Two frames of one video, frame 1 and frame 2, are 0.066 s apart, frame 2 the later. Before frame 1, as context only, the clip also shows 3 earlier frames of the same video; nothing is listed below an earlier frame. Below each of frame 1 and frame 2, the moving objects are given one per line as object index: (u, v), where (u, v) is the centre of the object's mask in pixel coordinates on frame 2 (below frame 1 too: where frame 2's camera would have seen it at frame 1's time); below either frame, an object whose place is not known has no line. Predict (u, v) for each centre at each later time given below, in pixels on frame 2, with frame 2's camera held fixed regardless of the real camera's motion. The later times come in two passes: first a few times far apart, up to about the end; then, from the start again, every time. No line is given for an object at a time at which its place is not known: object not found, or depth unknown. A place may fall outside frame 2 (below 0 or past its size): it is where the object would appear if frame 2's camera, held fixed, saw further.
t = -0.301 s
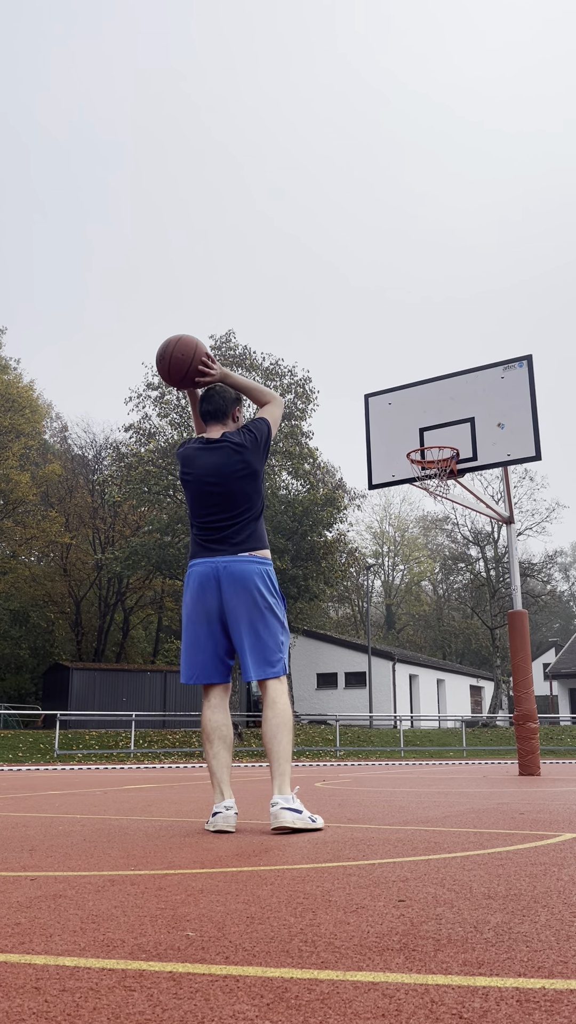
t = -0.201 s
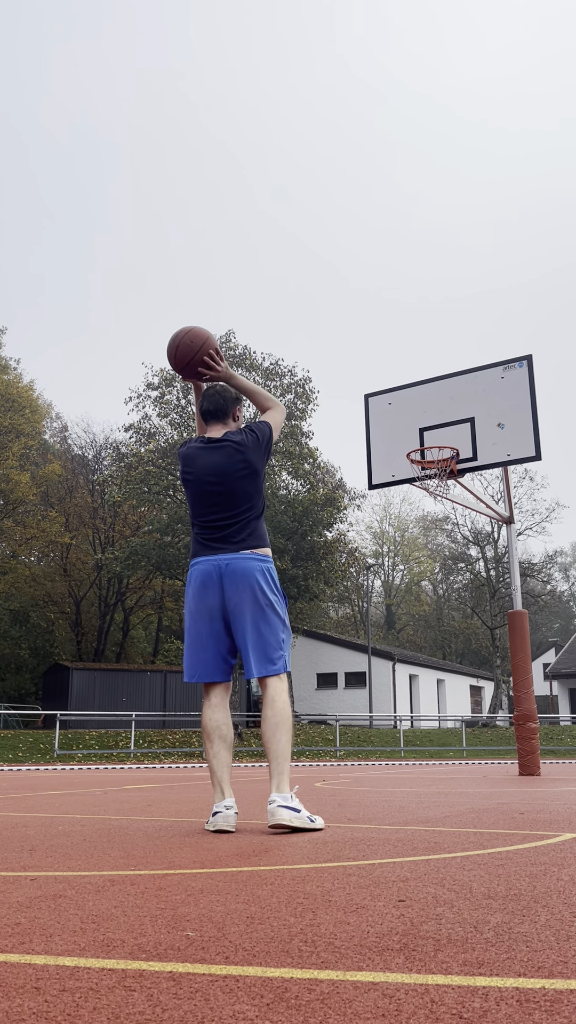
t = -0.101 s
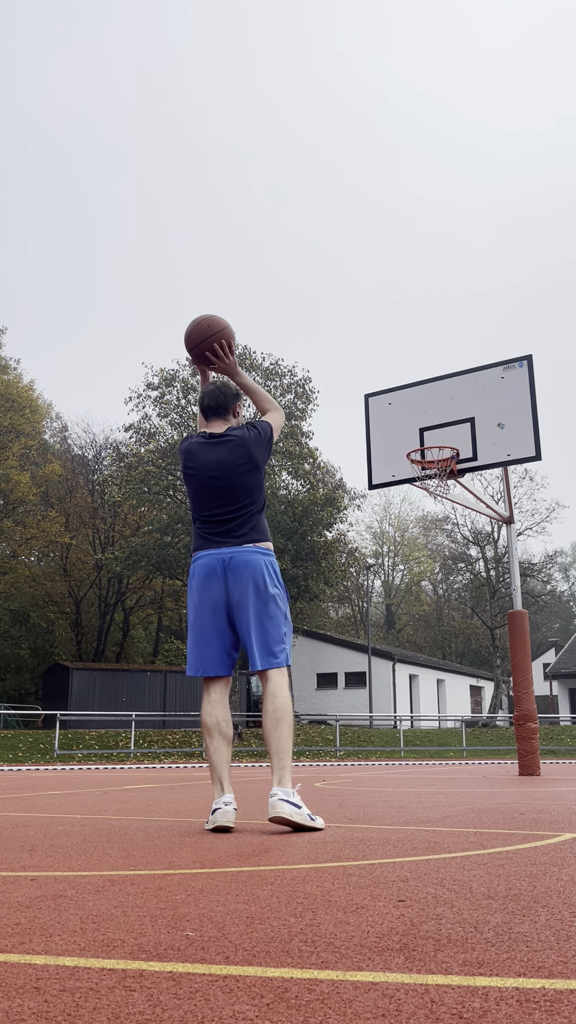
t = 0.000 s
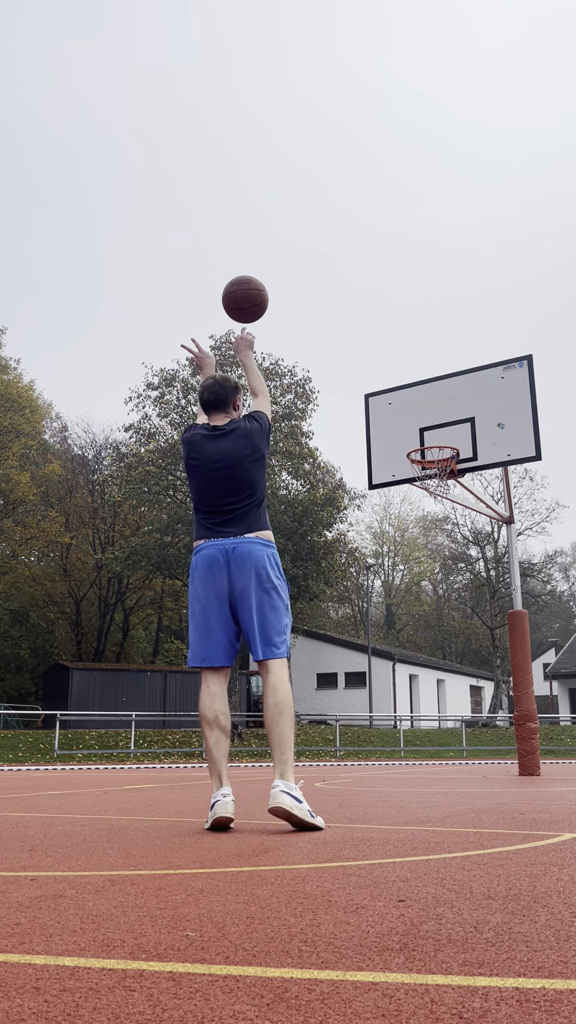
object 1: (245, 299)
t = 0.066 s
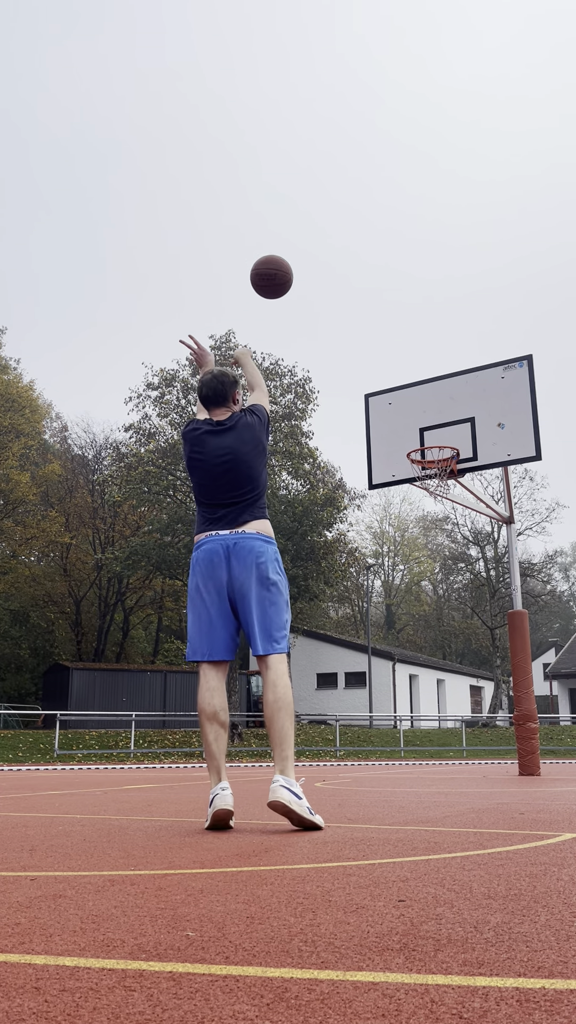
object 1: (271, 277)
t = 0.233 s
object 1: (323, 260)
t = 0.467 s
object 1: (376, 297)
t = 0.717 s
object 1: (417, 386)
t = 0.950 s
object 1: (440, 432)
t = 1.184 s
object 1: (427, 432)
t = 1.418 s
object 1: (422, 436)
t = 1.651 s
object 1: (434, 455)
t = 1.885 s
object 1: (440, 483)
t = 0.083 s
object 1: (277, 273)
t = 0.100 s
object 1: (283, 270)
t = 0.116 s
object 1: (289, 267)
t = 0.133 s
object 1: (294, 264)
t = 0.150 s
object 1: (300, 263)
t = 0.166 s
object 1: (305, 261)
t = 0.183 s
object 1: (310, 260)
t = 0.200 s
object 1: (314, 260)
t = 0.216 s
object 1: (319, 260)
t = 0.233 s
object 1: (323, 260)
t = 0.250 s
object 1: (328, 261)
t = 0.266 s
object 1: (332, 262)
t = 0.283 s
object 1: (336, 263)
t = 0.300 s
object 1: (340, 265)
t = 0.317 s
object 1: (344, 267)
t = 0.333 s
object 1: (348, 269)
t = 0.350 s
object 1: (352, 271)
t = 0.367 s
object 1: (356, 274)
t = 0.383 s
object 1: (359, 277)
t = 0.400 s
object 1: (363, 281)
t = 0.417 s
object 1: (366, 285)
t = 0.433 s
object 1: (369, 288)
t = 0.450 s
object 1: (373, 293)
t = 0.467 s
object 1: (376, 297)
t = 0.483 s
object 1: (379, 301)
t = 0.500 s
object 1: (382, 306)
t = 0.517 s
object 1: (385, 311)
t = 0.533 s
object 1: (388, 316)
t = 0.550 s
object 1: (391, 322)
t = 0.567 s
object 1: (394, 327)
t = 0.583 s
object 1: (397, 333)
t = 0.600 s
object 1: (399, 339)
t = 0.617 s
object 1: (402, 345)
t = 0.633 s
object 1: (405, 352)
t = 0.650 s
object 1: (407, 358)
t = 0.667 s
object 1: (410, 365)
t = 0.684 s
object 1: (413, 372)
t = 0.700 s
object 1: (415, 379)
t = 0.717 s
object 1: (417, 386)
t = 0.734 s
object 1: (420, 394)
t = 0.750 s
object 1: (422, 401)
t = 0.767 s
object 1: (425, 409)
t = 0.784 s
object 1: (427, 417)
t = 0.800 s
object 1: (429, 425)
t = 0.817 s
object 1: (432, 433)
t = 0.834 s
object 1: (433, 435)
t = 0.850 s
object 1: (434, 434)
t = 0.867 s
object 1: (435, 433)
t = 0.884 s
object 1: (436, 433)
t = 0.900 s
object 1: (437, 432)
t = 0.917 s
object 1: (438, 432)
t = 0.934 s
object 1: (439, 432)
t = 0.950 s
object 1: (440, 432)
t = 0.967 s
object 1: (441, 433)
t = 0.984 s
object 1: (442, 434)
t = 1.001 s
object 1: (443, 435)
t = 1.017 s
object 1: (444, 435)
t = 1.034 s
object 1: (443, 434)
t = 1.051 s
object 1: (441, 433)
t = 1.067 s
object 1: (439, 432)
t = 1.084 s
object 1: (437, 431)
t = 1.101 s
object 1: (436, 431)
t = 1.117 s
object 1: (434, 430)
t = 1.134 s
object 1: (432, 430)
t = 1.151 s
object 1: (431, 430)
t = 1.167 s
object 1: (429, 431)
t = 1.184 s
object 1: (427, 432)
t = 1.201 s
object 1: (426, 433)
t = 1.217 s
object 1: (424, 434)
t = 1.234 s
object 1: (422, 435)
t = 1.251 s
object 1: (421, 437)
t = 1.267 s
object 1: (419, 438)
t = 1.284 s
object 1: (418, 439)
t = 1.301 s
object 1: (418, 438)
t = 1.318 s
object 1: (419, 438)
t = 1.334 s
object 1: (419, 437)
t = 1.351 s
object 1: (420, 436)
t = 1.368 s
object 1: (420, 436)
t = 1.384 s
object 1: (421, 436)
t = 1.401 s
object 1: (421, 436)
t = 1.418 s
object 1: (422, 436)
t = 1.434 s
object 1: (423, 436)
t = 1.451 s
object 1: (423, 437)
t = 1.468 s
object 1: (424, 438)
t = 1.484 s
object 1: (424, 438)
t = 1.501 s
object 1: (424, 439)
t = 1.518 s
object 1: (426, 443)
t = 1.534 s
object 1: (426, 445)
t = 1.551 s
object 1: (427, 446)
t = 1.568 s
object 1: (429, 447)
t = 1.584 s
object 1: (430, 448)
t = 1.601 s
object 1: (431, 450)
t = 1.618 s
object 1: (432, 451)
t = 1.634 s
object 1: (433, 453)
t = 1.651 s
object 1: (434, 455)
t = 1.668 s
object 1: (436, 458)
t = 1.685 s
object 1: (437, 460)
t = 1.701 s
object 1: (438, 463)
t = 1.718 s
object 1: (439, 465)
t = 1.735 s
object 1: (441, 470)
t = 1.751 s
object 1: (442, 474)
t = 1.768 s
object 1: (443, 478)
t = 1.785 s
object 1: (443, 479)
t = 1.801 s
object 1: (443, 481)
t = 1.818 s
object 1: (443, 482)
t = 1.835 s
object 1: (443, 482)
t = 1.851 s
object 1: (442, 483)
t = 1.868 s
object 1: (441, 483)
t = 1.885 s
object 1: (440, 483)
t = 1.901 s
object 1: (439, 484)
